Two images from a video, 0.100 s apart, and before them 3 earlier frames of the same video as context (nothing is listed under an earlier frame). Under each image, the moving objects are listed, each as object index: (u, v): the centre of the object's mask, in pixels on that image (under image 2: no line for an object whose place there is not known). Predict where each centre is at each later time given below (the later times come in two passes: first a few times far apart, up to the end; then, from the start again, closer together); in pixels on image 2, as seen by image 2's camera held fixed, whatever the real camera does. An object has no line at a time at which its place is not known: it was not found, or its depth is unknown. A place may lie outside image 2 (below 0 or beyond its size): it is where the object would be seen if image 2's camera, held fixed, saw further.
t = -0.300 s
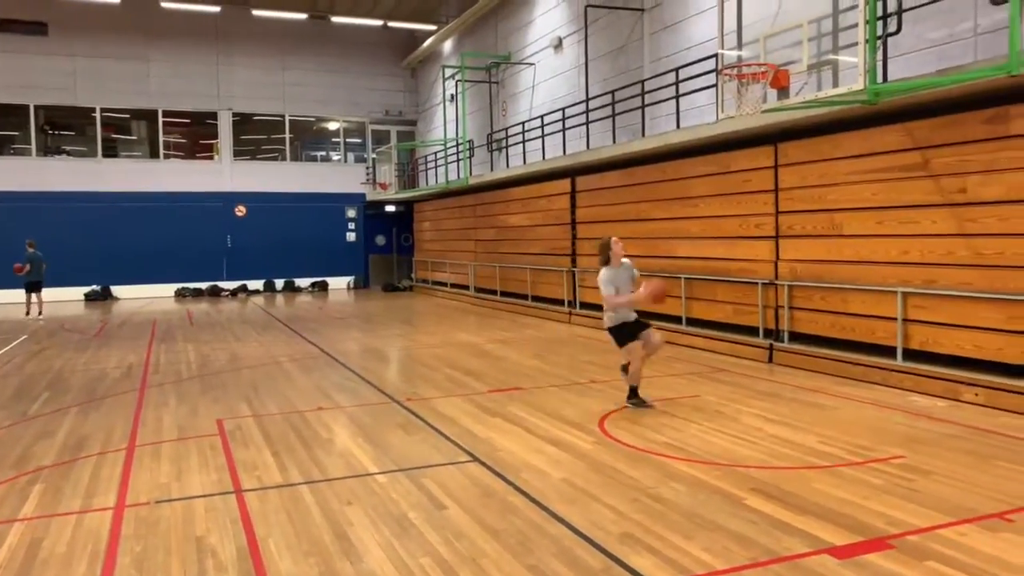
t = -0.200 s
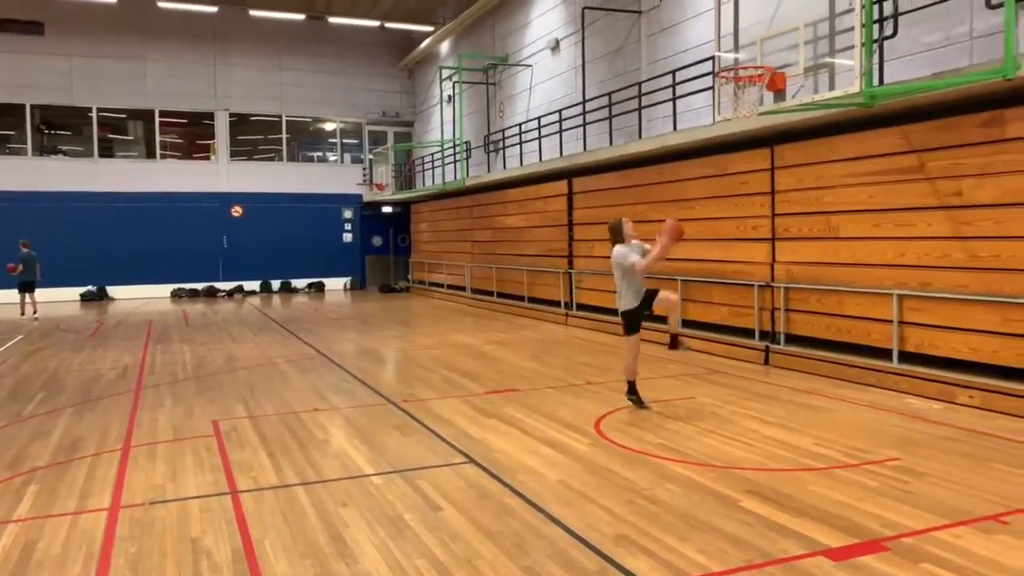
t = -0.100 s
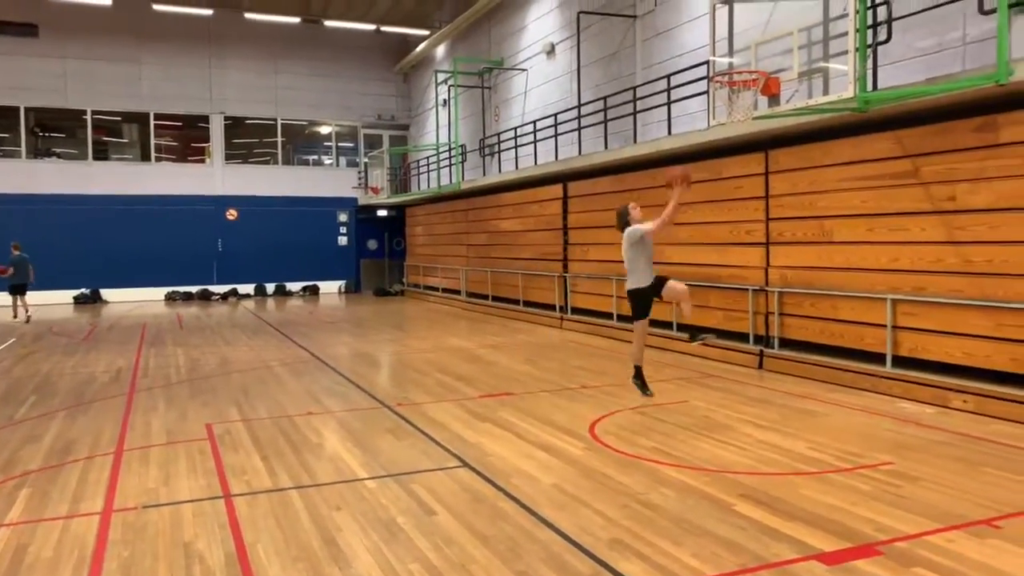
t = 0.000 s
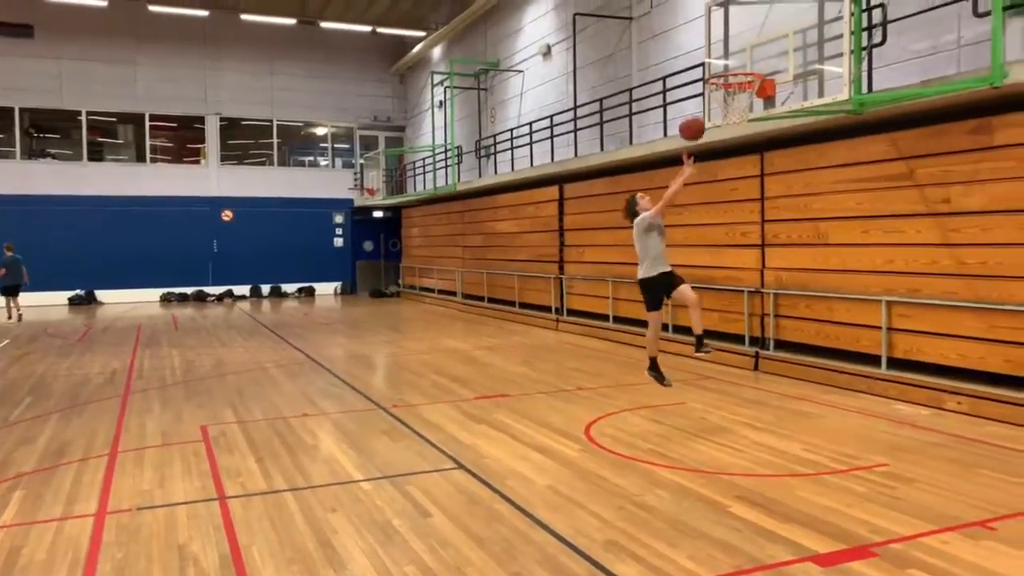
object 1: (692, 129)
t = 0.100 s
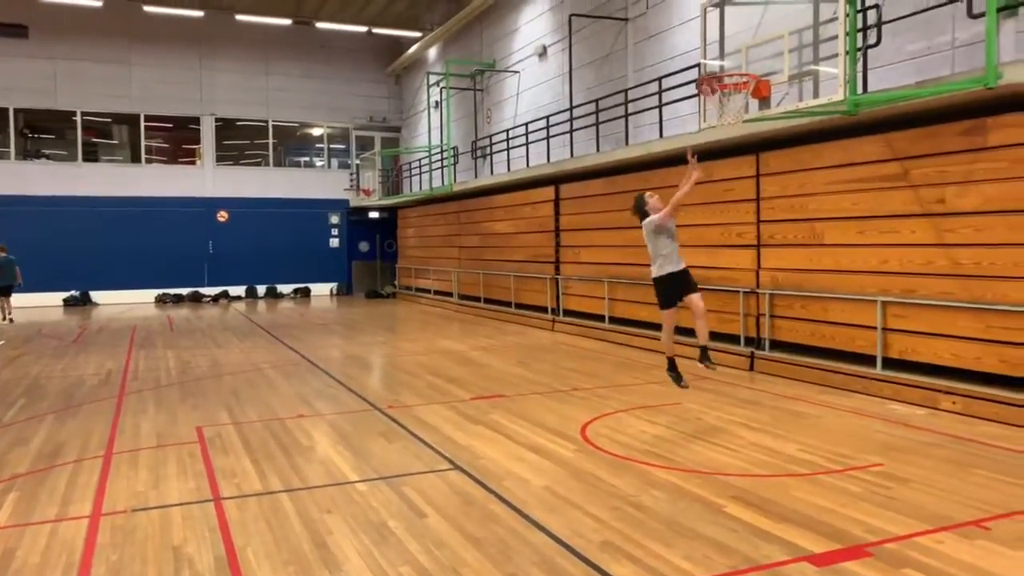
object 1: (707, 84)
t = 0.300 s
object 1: (724, 40)
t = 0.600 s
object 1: (719, 78)
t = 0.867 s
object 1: (738, 109)
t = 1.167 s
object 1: (723, 133)
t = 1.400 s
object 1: (716, 206)
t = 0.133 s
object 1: (716, 67)
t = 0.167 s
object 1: (723, 58)
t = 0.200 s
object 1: (726, 50)
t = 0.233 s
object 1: (725, 46)
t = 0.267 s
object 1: (725, 43)
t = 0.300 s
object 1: (724, 40)
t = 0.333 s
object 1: (723, 40)
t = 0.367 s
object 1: (722, 40)
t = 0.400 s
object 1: (722, 42)
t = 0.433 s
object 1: (721, 45)
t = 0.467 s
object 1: (720, 48)
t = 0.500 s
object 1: (719, 54)
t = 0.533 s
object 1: (719, 61)
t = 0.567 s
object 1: (719, 68)
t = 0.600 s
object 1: (719, 78)
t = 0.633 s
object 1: (725, 87)
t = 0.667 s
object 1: (729, 95)
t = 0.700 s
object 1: (734, 105)
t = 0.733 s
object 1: (739, 109)
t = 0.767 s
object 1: (739, 109)
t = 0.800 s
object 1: (739, 108)
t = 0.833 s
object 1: (739, 108)
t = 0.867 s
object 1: (738, 109)
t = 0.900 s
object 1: (737, 110)
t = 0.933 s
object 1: (735, 112)
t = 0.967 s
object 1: (733, 115)
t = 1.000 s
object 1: (730, 118)
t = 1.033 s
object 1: (727, 120)
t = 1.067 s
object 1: (726, 122)
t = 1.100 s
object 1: (725, 124)
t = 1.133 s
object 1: (725, 129)
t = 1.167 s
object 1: (723, 133)
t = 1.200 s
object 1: (723, 139)
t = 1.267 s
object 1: (720, 155)
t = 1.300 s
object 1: (720, 166)
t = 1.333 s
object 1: (719, 179)
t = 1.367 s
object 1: (717, 190)
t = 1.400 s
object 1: (716, 206)
